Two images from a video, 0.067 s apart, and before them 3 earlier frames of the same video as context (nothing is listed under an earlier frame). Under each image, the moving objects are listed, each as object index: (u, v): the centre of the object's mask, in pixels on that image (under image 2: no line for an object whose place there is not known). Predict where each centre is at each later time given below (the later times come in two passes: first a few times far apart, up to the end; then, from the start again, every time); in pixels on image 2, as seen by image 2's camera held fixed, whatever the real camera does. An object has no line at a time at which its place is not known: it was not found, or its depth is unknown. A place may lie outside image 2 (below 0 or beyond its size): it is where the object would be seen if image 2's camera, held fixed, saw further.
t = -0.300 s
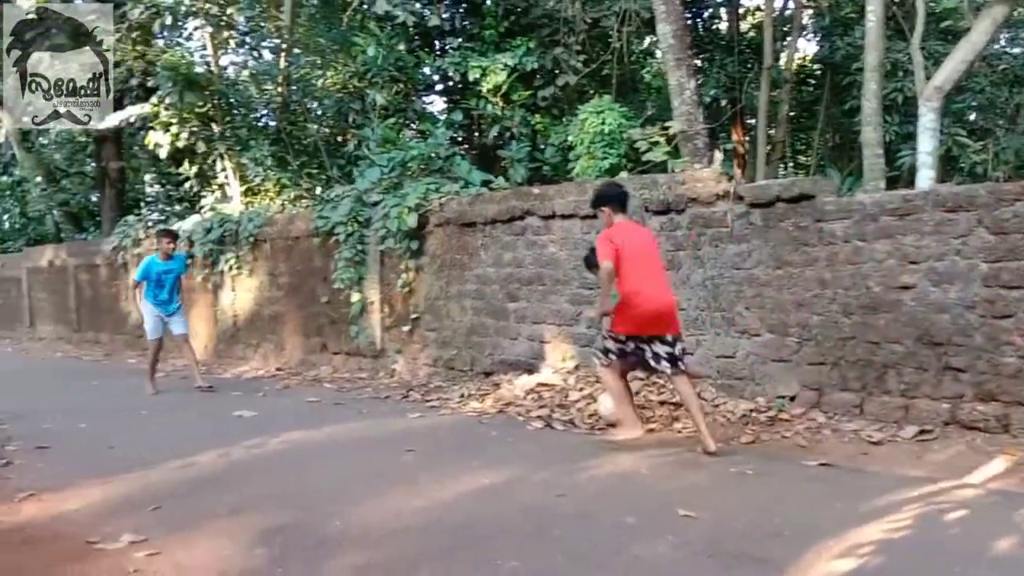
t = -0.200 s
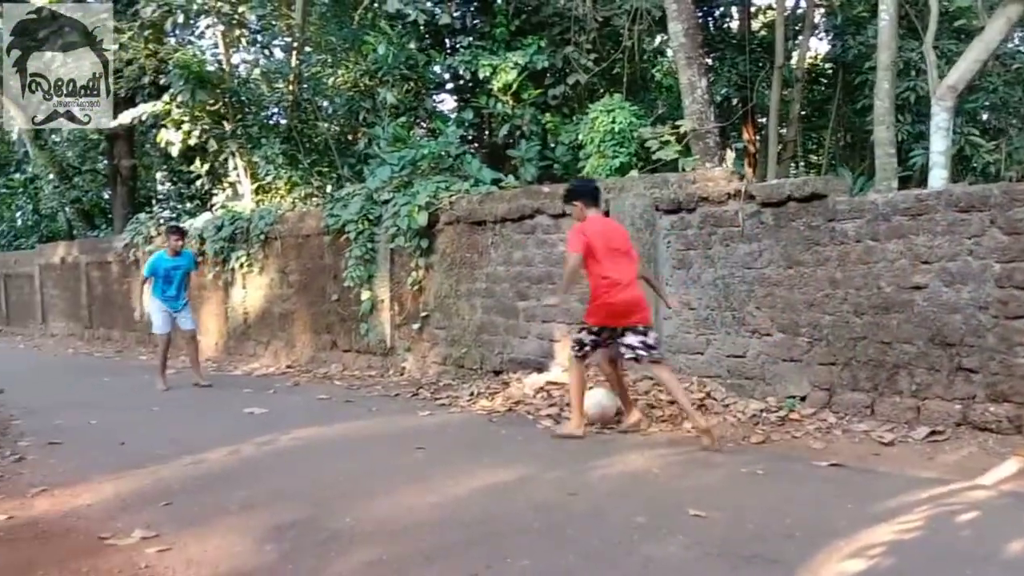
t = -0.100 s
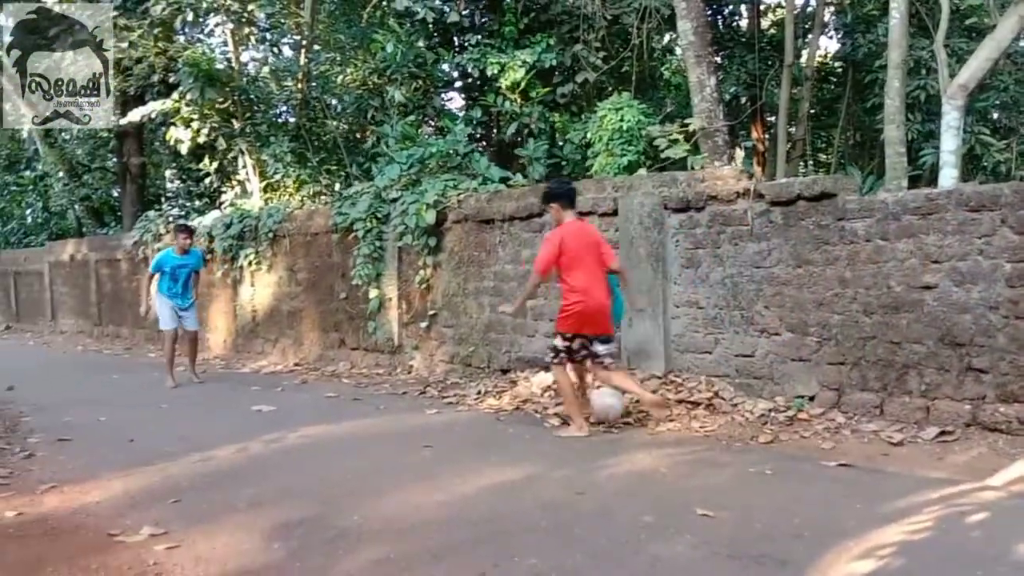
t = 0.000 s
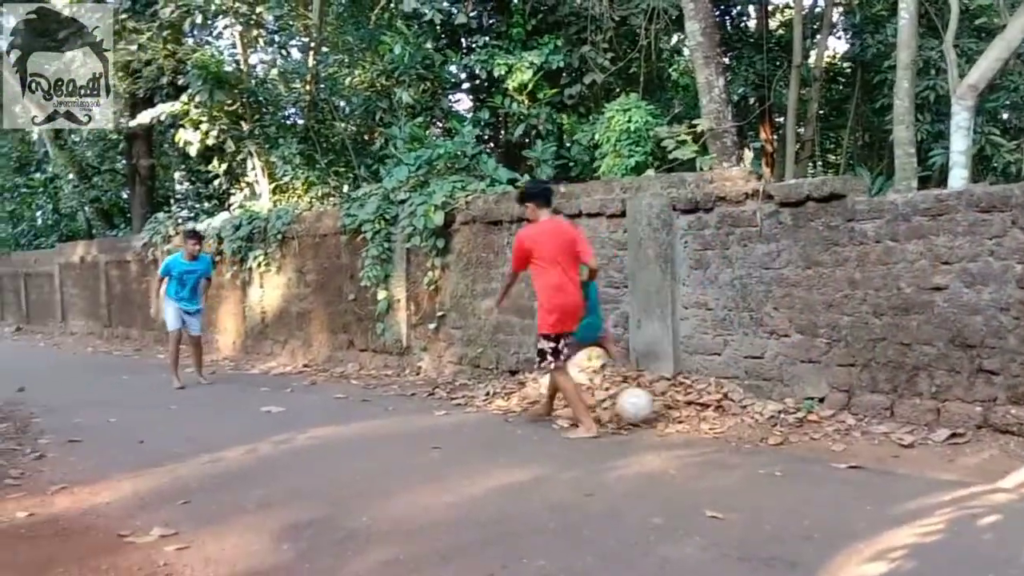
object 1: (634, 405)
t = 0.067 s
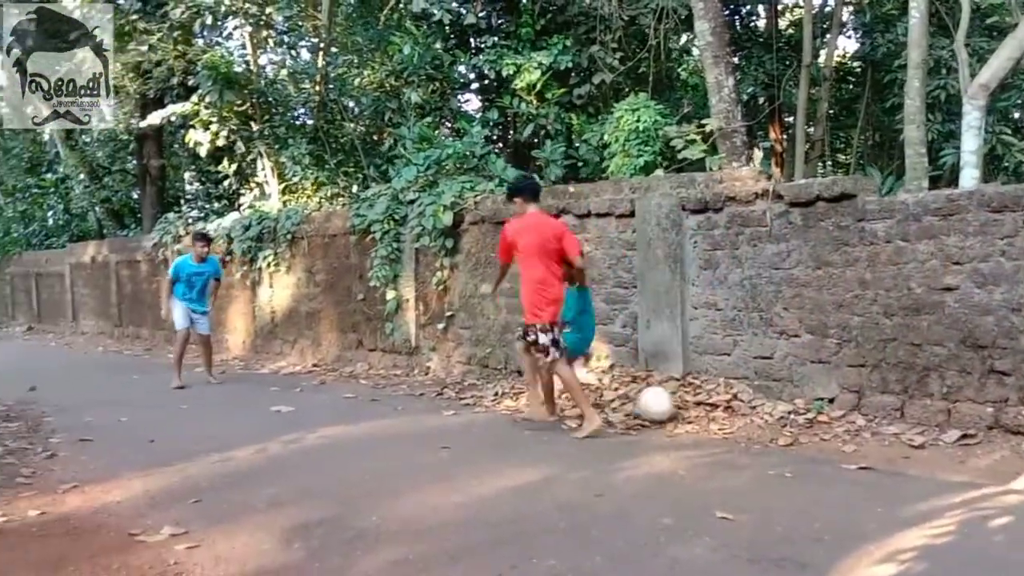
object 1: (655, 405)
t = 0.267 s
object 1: (688, 410)
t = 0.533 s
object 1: (730, 417)
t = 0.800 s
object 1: (764, 425)
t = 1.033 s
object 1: (796, 430)
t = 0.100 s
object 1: (661, 405)
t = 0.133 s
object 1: (666, 407)
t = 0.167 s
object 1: (673, 408)
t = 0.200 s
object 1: (678, 409)
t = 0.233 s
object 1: (684, 409)
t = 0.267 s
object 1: (688, 410)
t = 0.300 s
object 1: (694, 411)
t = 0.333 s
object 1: (699, 411)
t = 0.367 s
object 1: (705, 412)
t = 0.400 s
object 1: (710, 413)
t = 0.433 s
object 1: (715, 414)
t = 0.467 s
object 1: (720, 415)
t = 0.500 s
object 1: (725, 415)
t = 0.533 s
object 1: (730, 417)
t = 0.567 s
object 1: (734, 418)
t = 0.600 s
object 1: (738, 420)
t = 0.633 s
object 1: (743, 421)
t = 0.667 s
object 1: (747, 421)
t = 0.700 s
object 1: (751, 422)
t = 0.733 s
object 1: (756, 423)
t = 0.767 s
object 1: (760, 424)
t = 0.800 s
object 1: (764, 425)
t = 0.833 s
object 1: (768, 425)
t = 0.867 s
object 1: (773, 426)
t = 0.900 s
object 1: (776, 426)
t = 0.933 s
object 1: (781, 428)
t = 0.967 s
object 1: (786, 428)
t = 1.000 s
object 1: (791, 429)
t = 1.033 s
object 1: (796, 430)
